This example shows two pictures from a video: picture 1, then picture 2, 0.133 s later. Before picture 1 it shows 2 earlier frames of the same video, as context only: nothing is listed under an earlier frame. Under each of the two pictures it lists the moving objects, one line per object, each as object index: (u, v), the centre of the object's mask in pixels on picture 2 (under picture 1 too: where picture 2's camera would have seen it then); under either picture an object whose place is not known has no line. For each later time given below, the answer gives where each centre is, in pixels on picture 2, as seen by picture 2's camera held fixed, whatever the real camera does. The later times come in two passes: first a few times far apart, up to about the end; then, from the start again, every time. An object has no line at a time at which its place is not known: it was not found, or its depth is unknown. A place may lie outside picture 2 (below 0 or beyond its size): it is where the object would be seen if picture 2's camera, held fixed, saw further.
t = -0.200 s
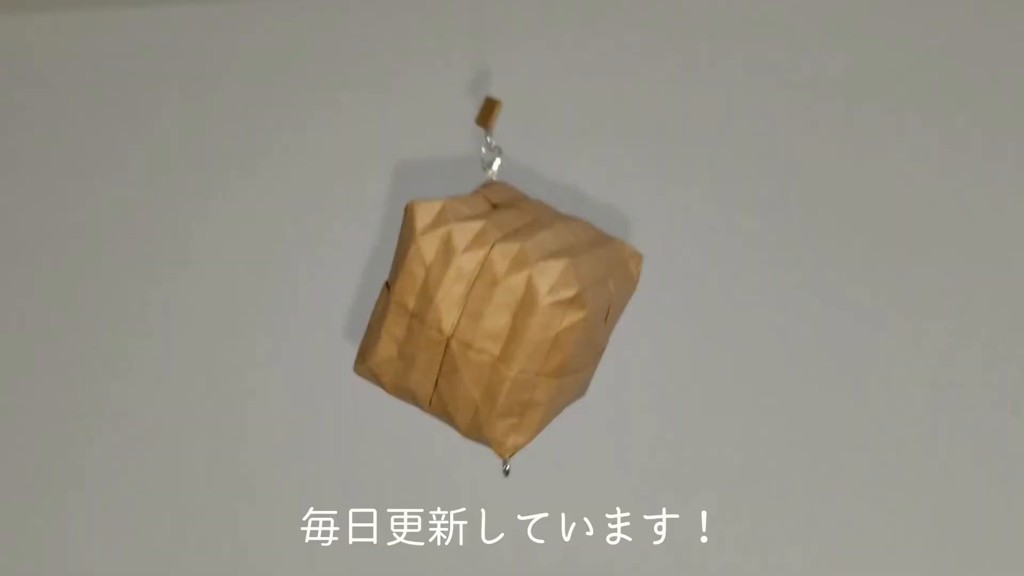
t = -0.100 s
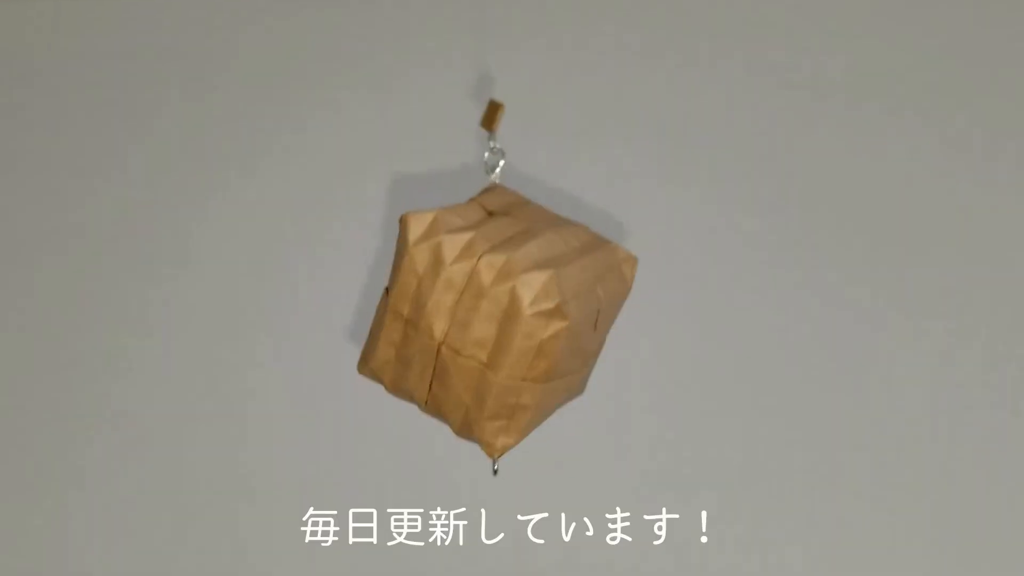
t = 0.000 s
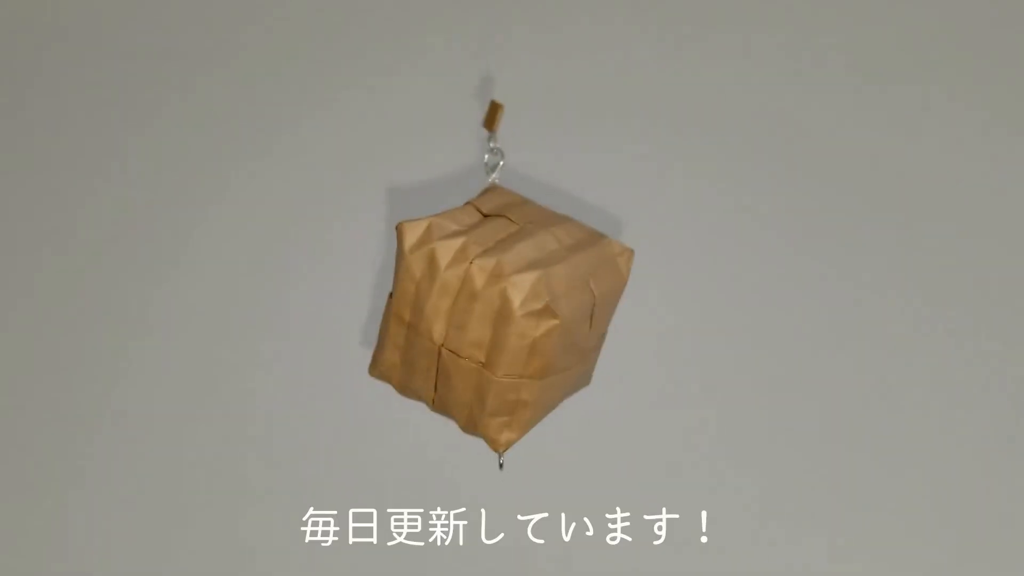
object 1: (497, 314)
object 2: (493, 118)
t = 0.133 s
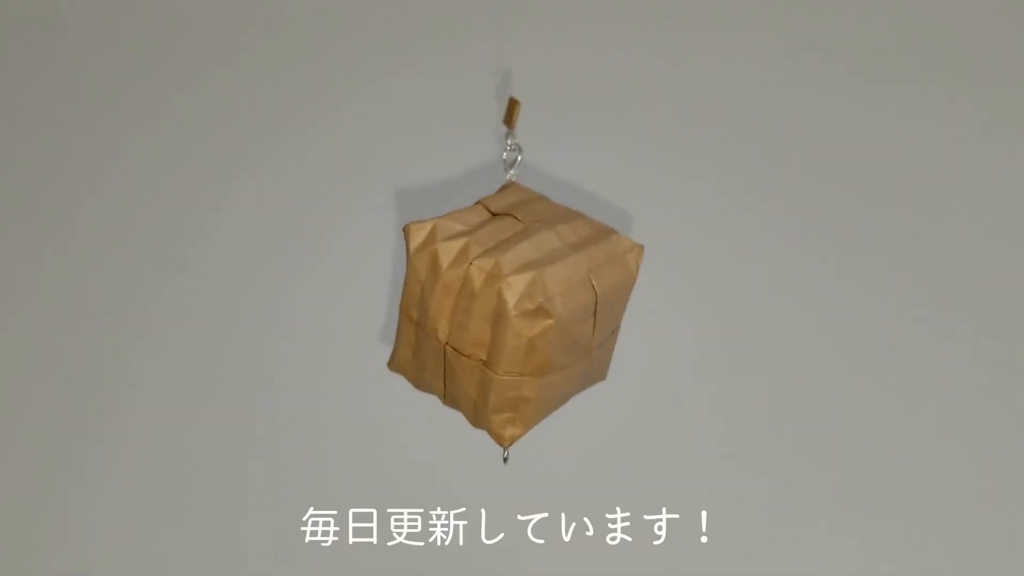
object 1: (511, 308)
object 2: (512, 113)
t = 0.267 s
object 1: (519, 306)
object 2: (518, 112)
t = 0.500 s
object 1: (532, 280)
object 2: (525, 82)
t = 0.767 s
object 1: (538, 239)
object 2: (521, 36)
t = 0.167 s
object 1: (514, 307)
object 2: (513, 113)
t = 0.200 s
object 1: (516, 307)
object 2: (513, 113)
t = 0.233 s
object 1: (517, 307)
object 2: (515, 113)
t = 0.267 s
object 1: (519, 306)
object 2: (518, 112)
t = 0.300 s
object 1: (522, 302)
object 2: (522, 107)
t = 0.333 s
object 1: (524, 297)
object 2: (524, 102)
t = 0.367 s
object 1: (526, 293)
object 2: (524, 98)
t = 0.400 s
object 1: (529, 290)
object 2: (524, 94)
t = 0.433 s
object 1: (530, 287)
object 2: (523, 92)
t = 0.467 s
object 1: (532, 284)
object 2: (524, 87)
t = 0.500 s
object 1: (532, 280)
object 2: (525, 82)
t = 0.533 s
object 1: (534, 276)
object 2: (526, 76)
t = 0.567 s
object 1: (535, 270)
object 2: (525, 69)
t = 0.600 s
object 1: (536, 263)
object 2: (524, 60)
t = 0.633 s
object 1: (536, 256)
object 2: (521, 54)
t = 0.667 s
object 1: (538, 249)
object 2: (521, 47)
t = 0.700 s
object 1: (538, 244)
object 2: (521, 43)
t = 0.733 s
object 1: (538, 241)
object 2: (521, 39)
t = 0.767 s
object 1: (538, 239)
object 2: (521, 36)
